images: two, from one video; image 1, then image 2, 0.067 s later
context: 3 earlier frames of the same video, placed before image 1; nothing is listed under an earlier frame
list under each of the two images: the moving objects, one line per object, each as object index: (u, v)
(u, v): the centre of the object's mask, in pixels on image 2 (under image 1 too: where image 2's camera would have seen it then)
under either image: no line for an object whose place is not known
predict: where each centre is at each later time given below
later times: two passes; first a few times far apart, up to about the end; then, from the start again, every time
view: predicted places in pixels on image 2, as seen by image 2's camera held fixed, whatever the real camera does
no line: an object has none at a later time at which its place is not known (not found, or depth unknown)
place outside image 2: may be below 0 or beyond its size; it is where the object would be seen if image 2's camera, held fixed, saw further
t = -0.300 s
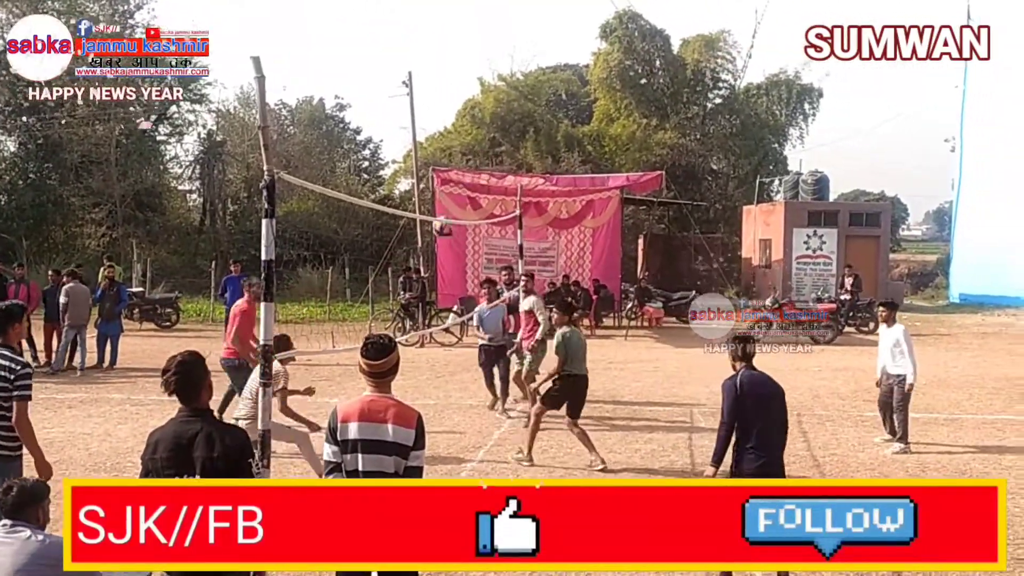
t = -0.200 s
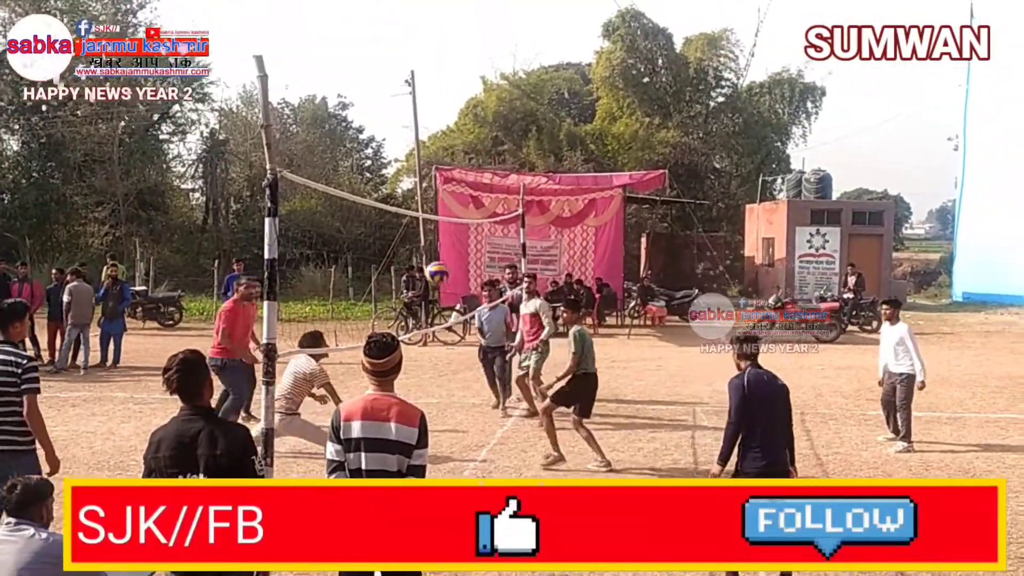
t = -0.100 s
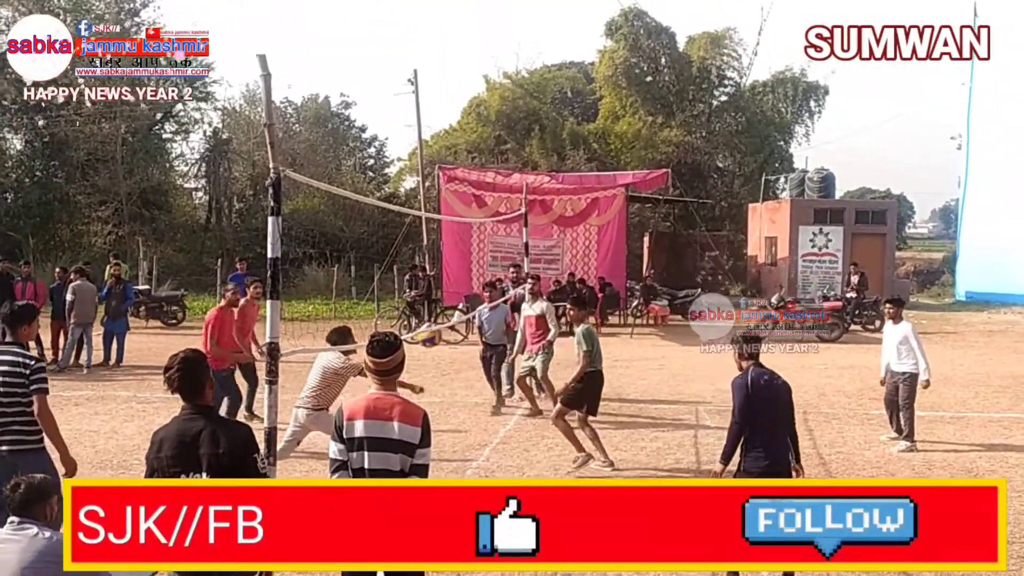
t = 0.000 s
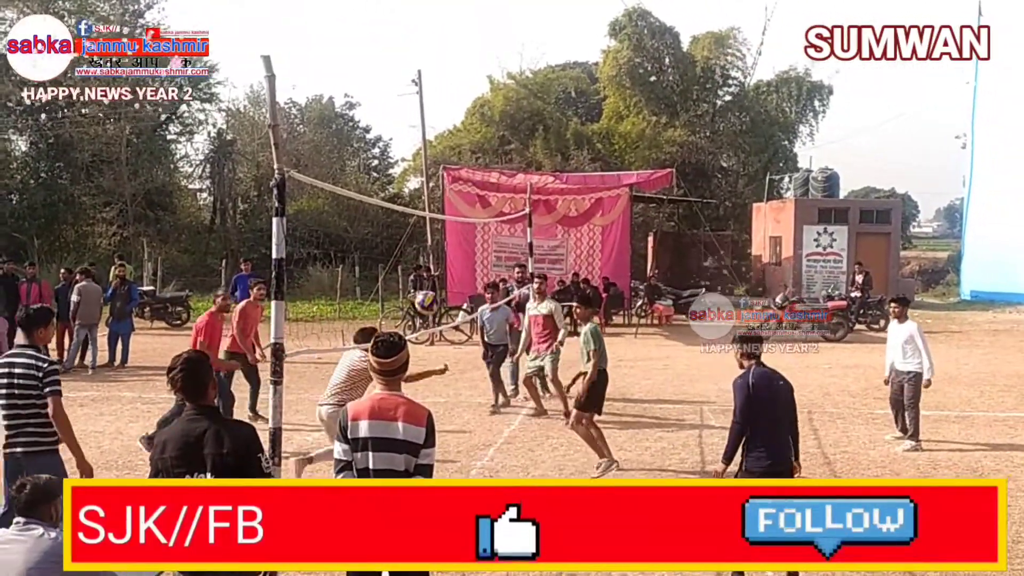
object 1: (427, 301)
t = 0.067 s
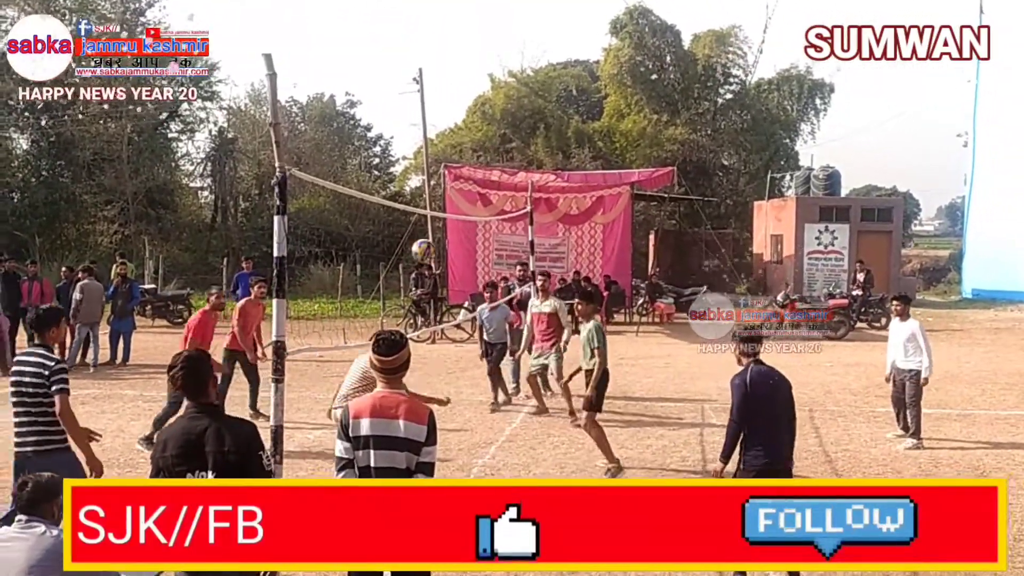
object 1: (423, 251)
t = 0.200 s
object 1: (415, 168)
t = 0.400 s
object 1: (401, 91)
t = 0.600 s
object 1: (387, 60)
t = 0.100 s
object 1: (420, 228)
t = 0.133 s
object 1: (418, 201)
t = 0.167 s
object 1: (417, 186)
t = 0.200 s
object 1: (415, 168)
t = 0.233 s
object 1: (413, 153)
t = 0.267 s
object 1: (410, 138)
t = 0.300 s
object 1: (408, 125)
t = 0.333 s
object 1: (406, 112)
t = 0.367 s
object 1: (403, 101)
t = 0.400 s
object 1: (401, 91)
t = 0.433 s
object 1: (399, 83)
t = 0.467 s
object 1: (396, 77)
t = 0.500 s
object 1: (394, 70)
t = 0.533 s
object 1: (392, 66)
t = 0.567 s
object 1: (389, 63)
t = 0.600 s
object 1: (387, 60)
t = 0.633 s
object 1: (385, 60)
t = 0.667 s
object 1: (382, 60)
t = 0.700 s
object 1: (380, 61)
